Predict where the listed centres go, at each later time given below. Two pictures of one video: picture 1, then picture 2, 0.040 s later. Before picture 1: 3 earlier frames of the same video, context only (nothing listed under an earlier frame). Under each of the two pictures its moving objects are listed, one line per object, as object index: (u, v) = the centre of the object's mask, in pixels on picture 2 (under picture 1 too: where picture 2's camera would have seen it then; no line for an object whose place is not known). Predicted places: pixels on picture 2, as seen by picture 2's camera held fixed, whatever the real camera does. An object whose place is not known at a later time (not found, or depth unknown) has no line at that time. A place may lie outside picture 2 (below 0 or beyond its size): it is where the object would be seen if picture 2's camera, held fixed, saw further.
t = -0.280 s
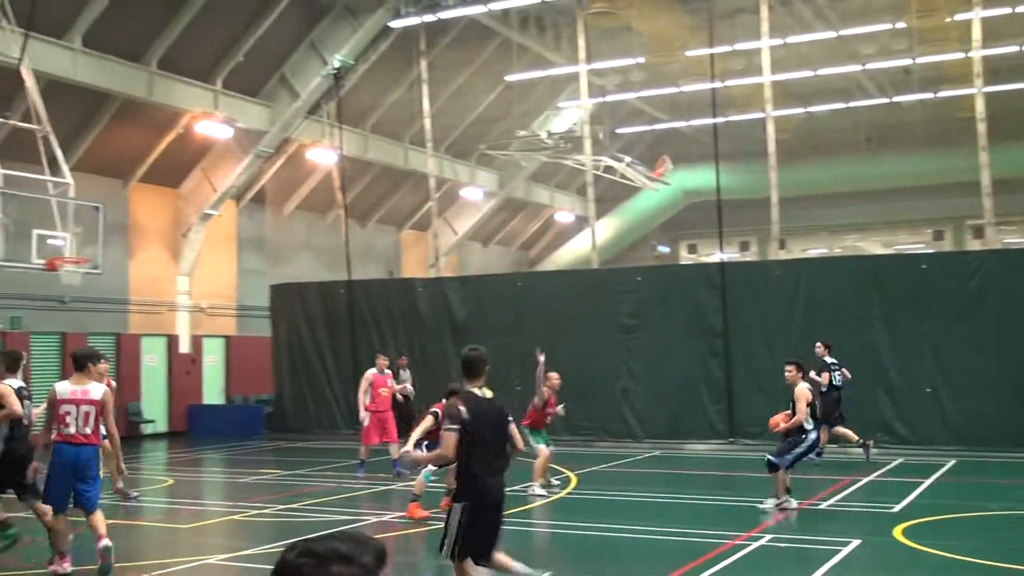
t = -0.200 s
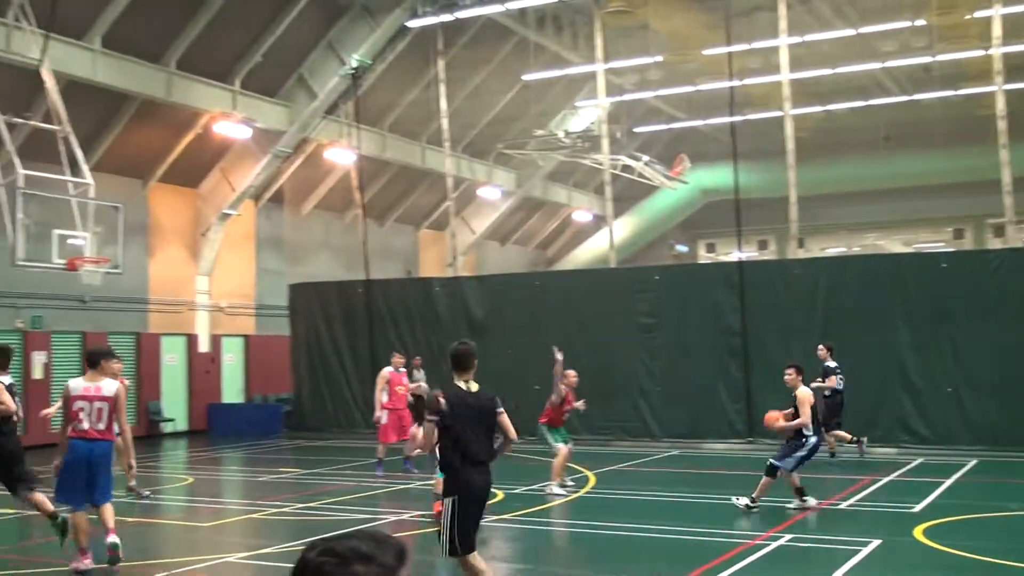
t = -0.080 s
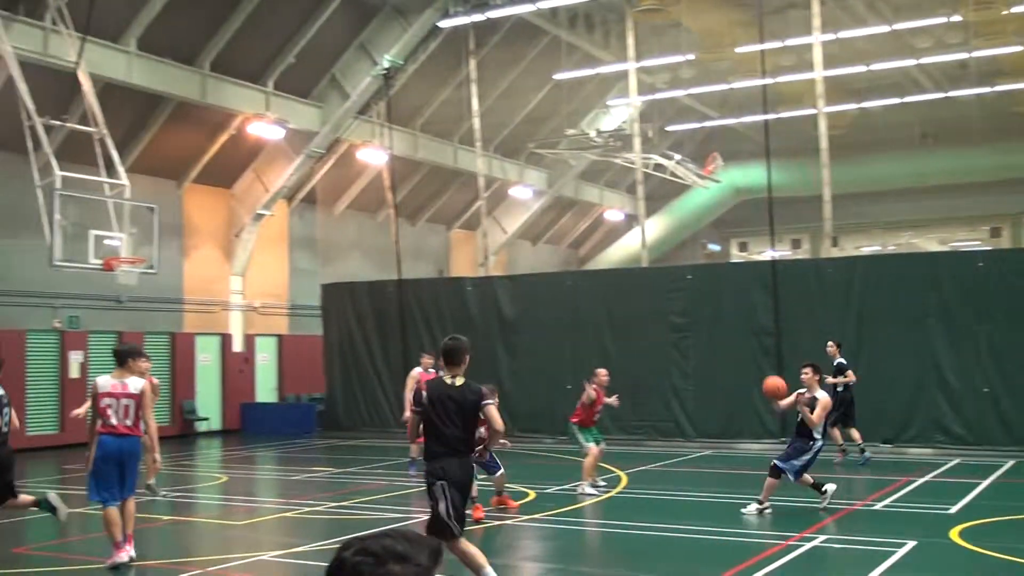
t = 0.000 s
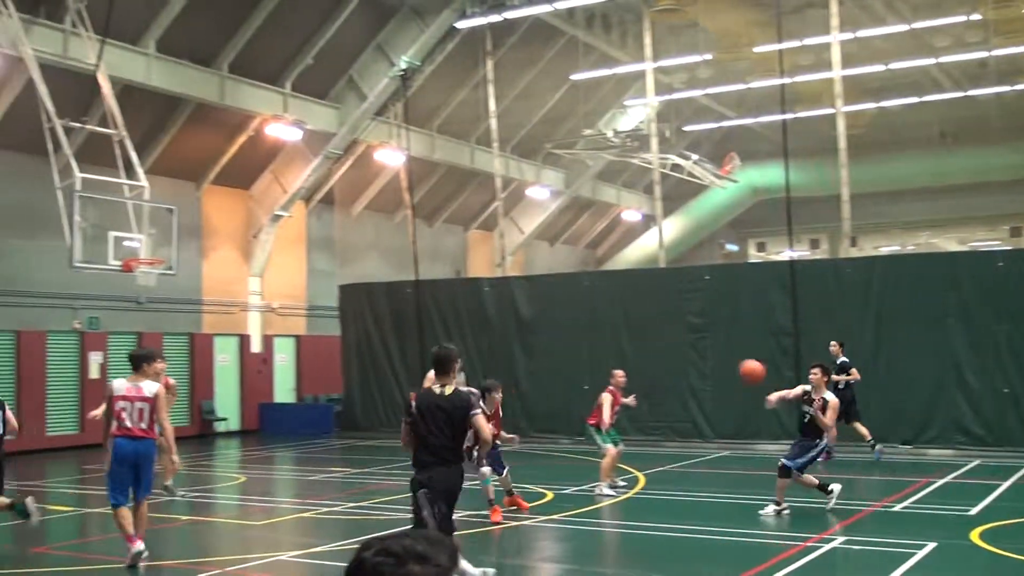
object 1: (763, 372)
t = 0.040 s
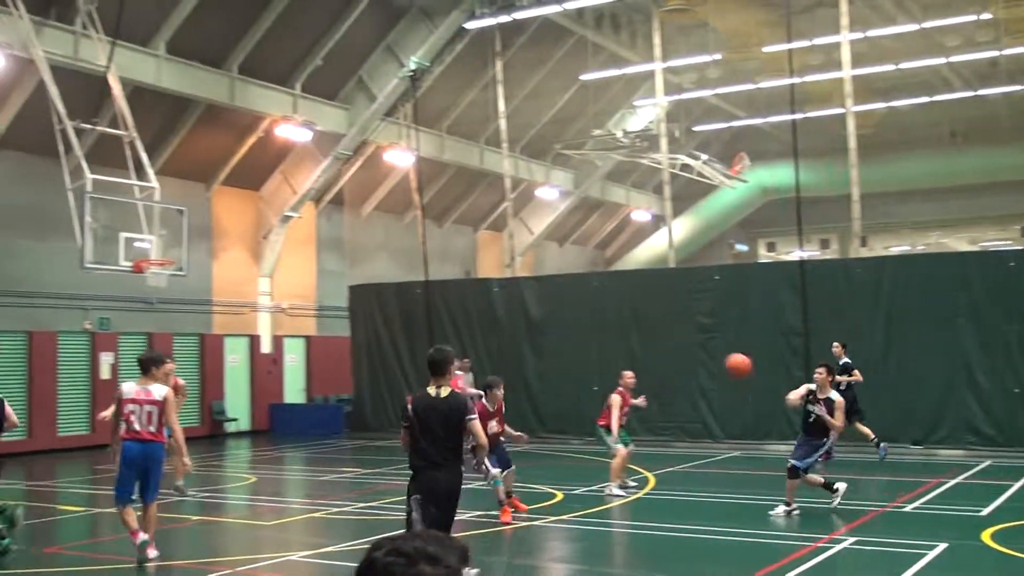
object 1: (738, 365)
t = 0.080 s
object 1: (713, 360)
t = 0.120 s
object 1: (687, 356)
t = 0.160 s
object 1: (660, 354)
